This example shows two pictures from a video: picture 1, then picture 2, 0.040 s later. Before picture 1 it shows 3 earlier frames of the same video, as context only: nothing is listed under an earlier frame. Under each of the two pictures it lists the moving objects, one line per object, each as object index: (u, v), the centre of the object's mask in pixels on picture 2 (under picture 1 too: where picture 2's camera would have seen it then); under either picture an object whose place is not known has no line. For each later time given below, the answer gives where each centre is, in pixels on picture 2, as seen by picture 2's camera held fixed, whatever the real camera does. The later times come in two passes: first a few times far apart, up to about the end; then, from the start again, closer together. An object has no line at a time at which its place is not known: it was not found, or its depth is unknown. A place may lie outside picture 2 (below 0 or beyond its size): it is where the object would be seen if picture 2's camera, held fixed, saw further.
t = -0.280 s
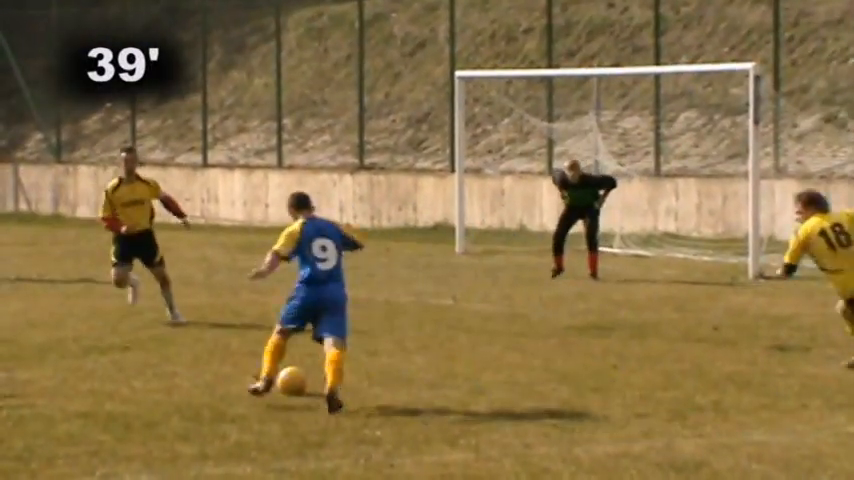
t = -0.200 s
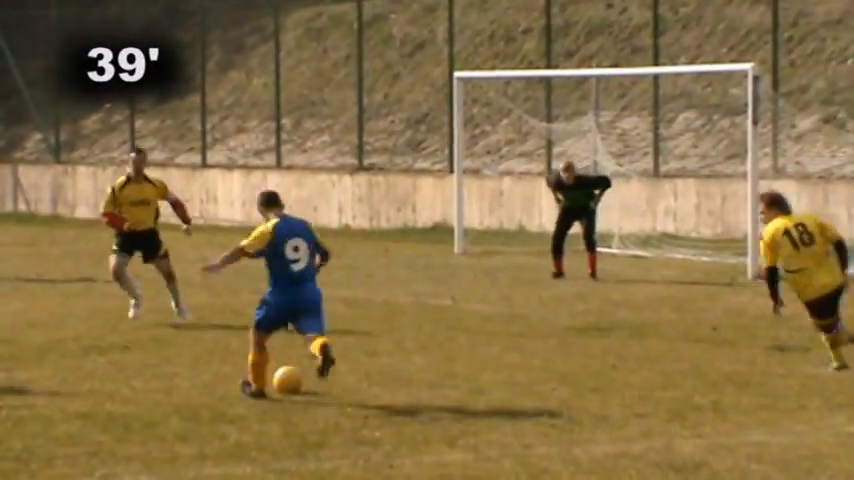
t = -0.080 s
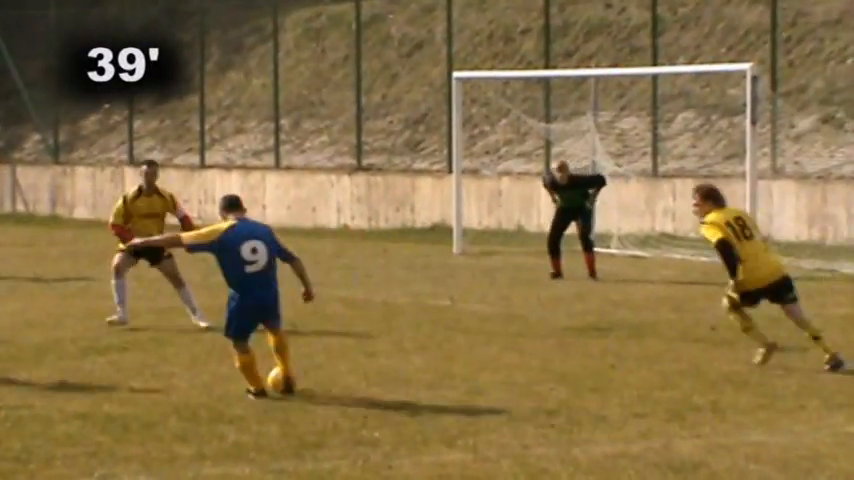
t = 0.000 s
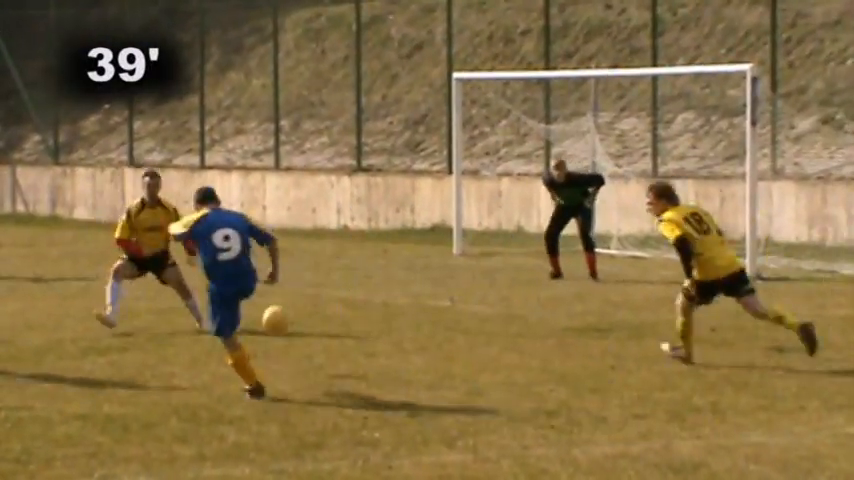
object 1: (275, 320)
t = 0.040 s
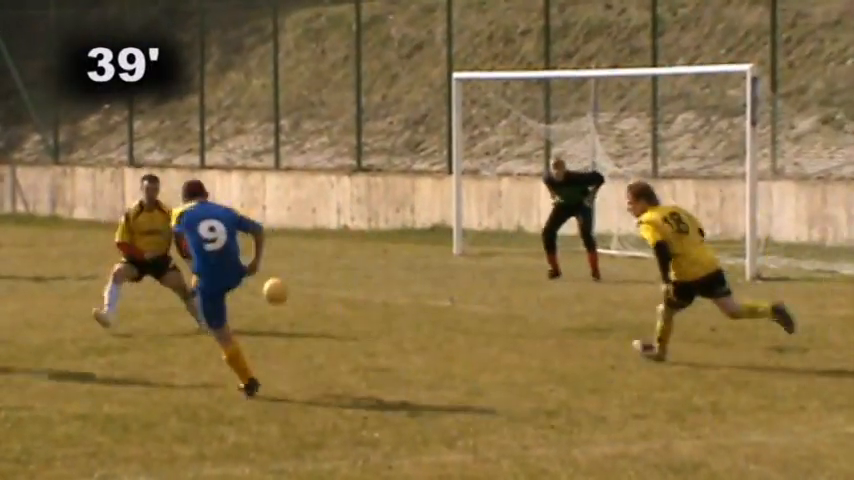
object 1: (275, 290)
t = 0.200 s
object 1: (293, 213)
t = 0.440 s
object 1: (349, 172)
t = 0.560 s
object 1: (384, 181)
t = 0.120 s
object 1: (280, 246)
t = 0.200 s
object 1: (293, 213)
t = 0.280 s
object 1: (308, 193)
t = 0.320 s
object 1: (317, 186)
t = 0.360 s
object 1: (328, 181)
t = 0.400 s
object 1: (338, 174)
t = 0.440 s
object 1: (349, 172)
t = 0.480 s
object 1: (360, 173)
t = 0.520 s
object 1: (371, 178)
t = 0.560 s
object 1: (384, 181)
